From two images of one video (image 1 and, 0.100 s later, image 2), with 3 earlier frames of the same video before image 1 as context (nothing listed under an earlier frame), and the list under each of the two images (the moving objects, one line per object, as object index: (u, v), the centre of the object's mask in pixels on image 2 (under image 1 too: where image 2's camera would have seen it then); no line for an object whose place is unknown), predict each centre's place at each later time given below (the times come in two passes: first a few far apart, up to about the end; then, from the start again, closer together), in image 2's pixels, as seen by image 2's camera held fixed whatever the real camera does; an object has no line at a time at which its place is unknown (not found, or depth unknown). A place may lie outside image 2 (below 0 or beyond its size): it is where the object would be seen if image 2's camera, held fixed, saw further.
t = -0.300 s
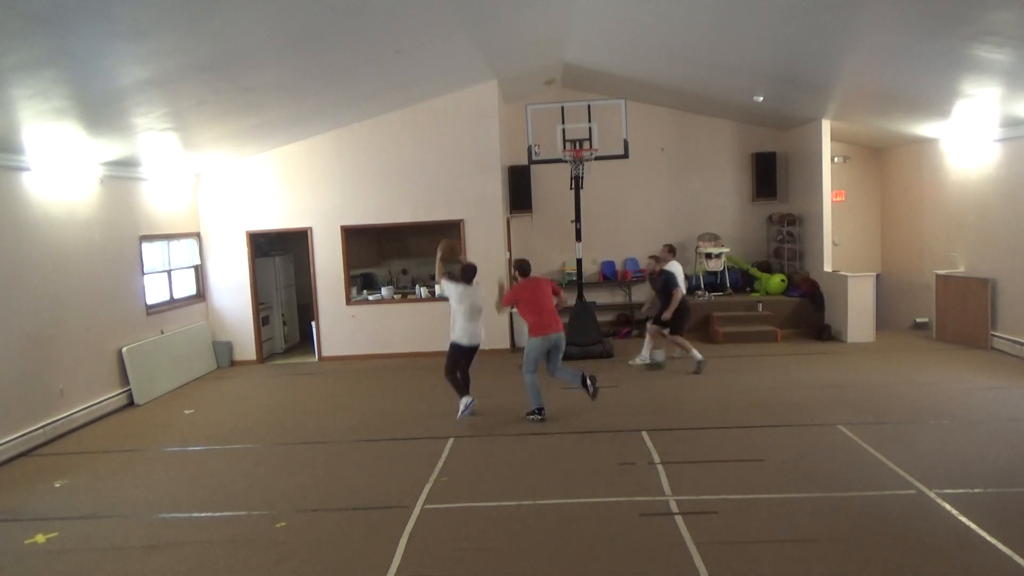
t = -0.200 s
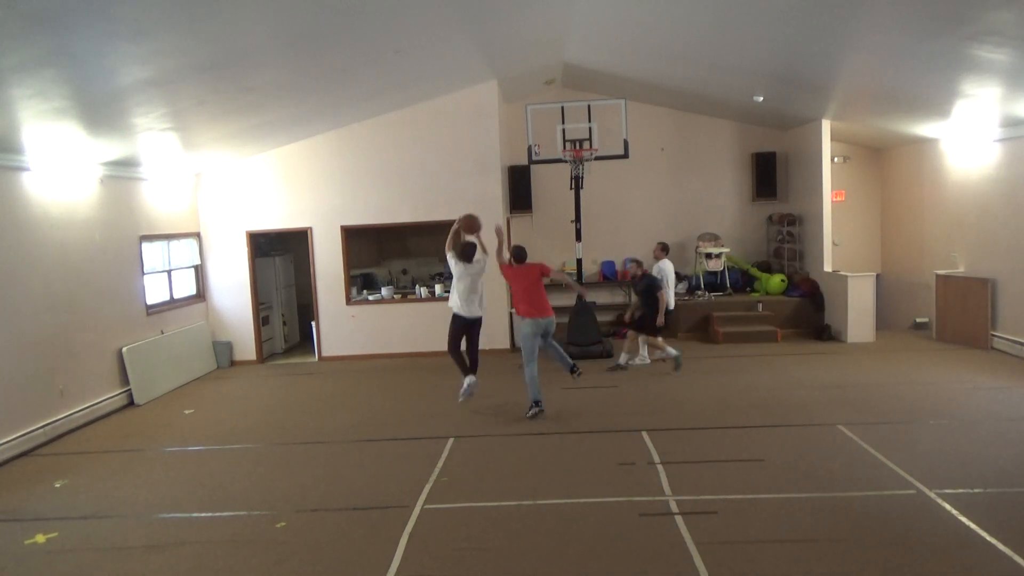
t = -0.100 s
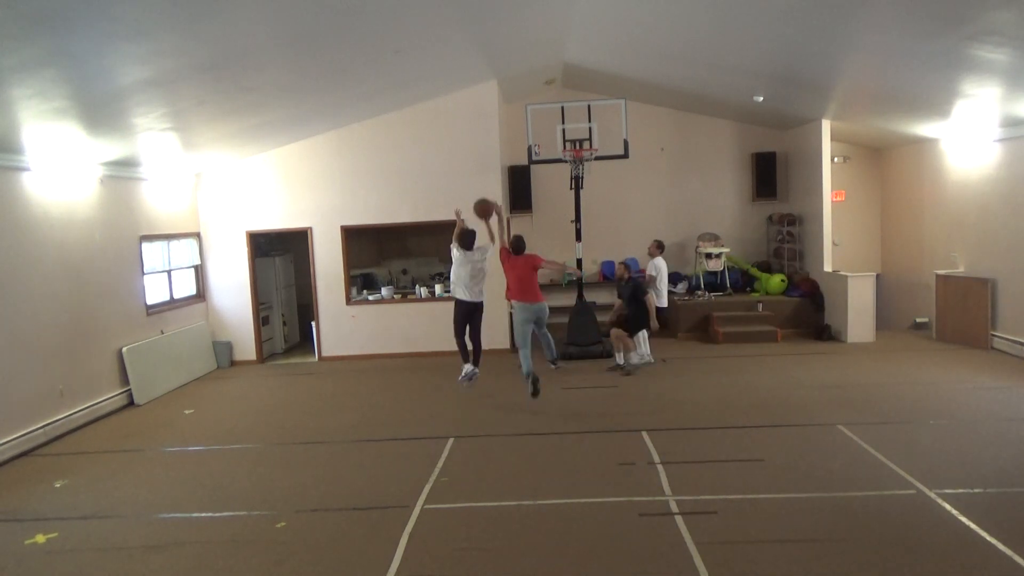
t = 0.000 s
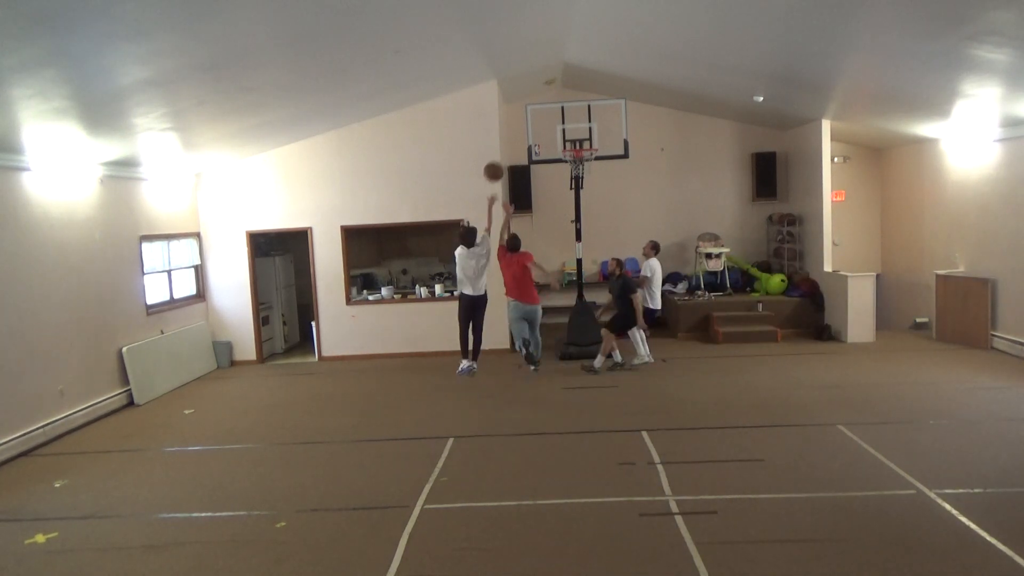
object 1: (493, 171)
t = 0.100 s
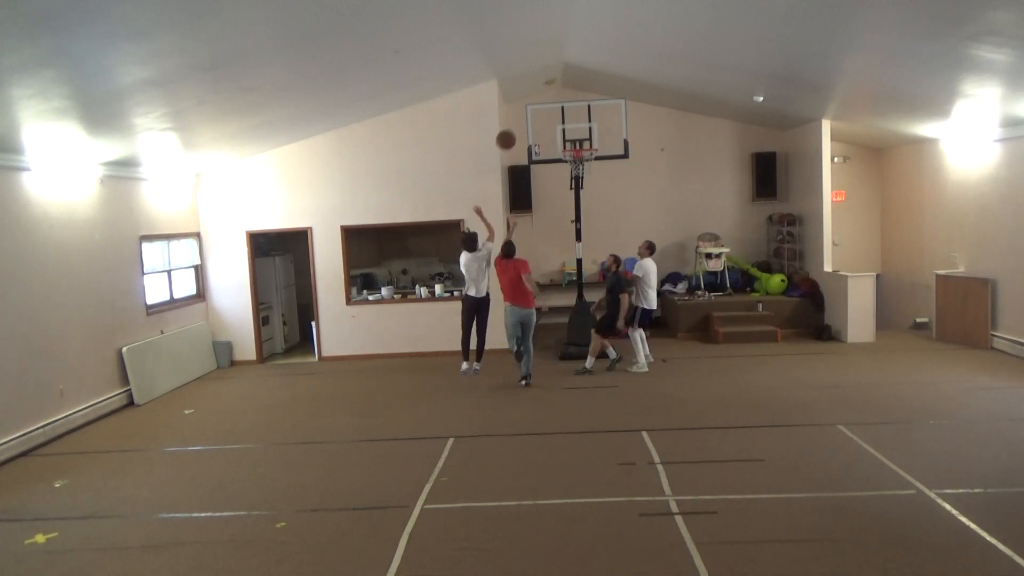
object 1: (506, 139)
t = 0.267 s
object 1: (526, 108)
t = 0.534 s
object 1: (556, 104)
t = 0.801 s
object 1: (572, 142)
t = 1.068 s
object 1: (591, 166)
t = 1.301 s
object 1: (588, 195)
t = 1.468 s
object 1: (587, 238)
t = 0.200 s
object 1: (518, 117)
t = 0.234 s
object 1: (522, 112)
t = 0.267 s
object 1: (526, 108)
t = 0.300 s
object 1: (530, 104)
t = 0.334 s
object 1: (534, 102)
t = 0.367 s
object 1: (538, 99)
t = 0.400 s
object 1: (541, 99)
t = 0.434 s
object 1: (545, 99)
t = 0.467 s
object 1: (549, 99)
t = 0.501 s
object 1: (553, 101)
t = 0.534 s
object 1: (556, 104)
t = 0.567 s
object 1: (560, 107)
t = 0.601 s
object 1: (561, 109)
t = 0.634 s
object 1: (563, 113)
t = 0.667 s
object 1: (565, 116)
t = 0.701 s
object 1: (566, 122)
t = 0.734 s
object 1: (568, 127)
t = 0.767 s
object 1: (570, 135)
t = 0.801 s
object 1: (572, 142)
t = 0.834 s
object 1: (574, 149)
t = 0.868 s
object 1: (579, 151)
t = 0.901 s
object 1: (585, 156)
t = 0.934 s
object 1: (589, 161)
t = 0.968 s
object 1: (590, 163)
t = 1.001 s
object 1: (591, 164)
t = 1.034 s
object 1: (591, 164)
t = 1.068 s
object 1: (591, 166)
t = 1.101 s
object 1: (590, 167)
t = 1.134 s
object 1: (589, 169)
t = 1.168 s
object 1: (589, 173)
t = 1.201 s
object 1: (589, 177)
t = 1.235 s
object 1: (588, 182)
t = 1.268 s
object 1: (588, 188)
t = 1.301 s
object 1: (588, 195)
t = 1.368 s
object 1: (587, 210)
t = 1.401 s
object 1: (587, 218)
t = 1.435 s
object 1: (587, 228)
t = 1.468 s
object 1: (587, 238)
